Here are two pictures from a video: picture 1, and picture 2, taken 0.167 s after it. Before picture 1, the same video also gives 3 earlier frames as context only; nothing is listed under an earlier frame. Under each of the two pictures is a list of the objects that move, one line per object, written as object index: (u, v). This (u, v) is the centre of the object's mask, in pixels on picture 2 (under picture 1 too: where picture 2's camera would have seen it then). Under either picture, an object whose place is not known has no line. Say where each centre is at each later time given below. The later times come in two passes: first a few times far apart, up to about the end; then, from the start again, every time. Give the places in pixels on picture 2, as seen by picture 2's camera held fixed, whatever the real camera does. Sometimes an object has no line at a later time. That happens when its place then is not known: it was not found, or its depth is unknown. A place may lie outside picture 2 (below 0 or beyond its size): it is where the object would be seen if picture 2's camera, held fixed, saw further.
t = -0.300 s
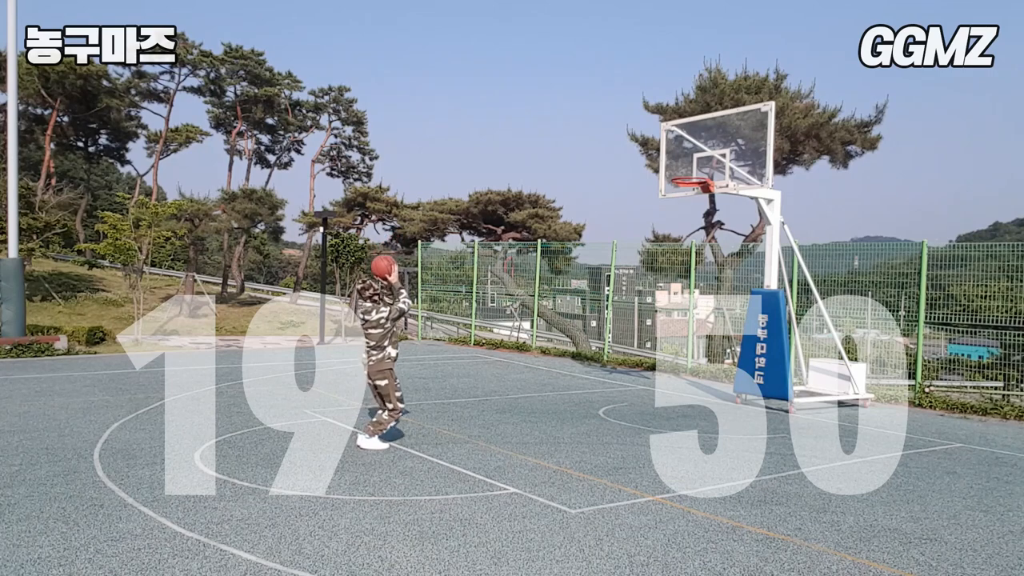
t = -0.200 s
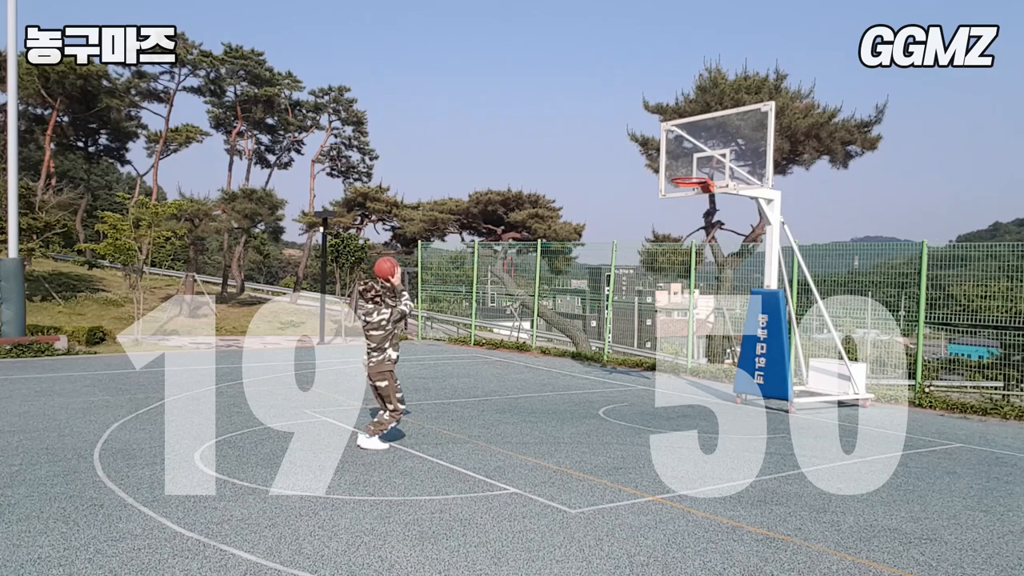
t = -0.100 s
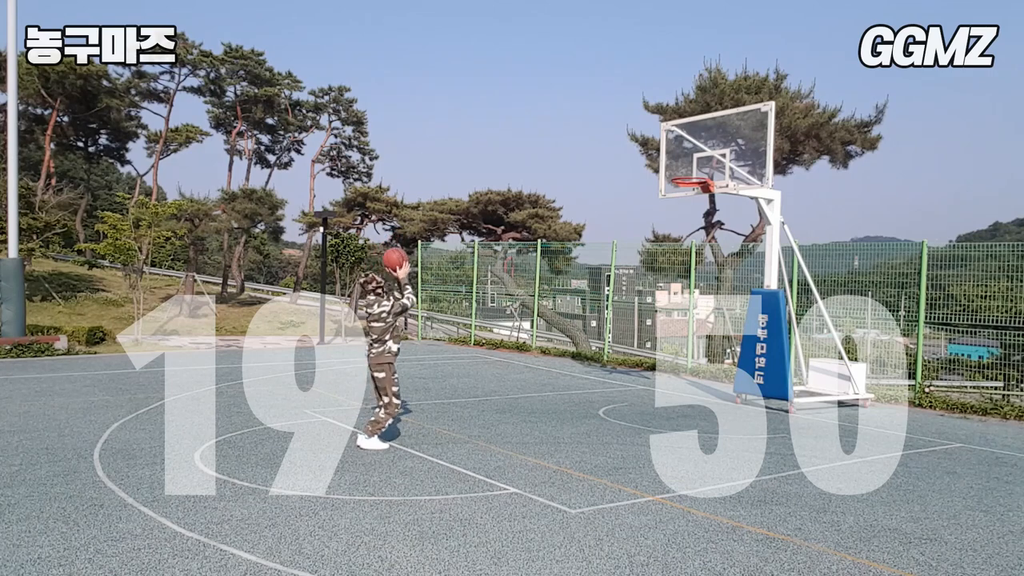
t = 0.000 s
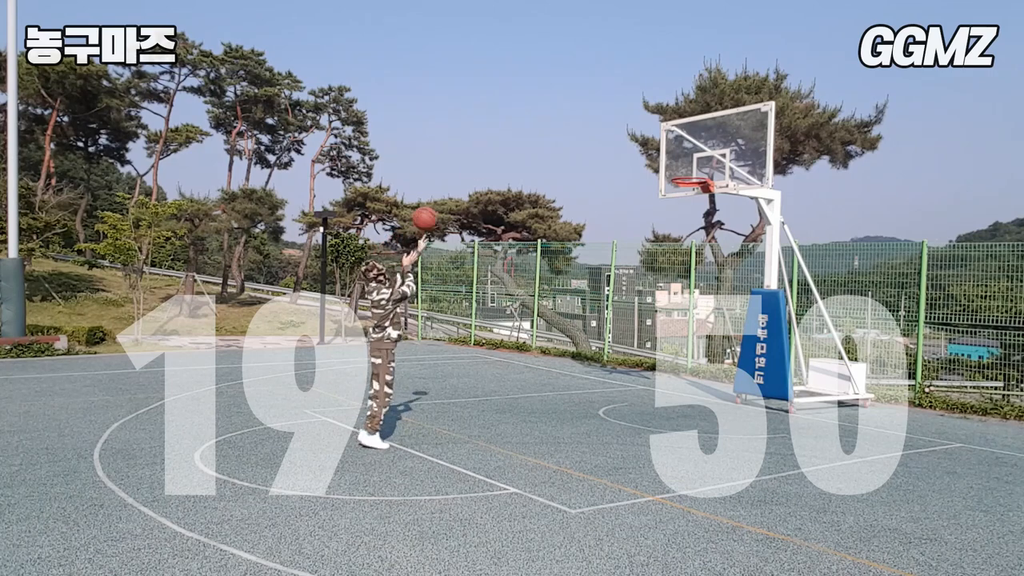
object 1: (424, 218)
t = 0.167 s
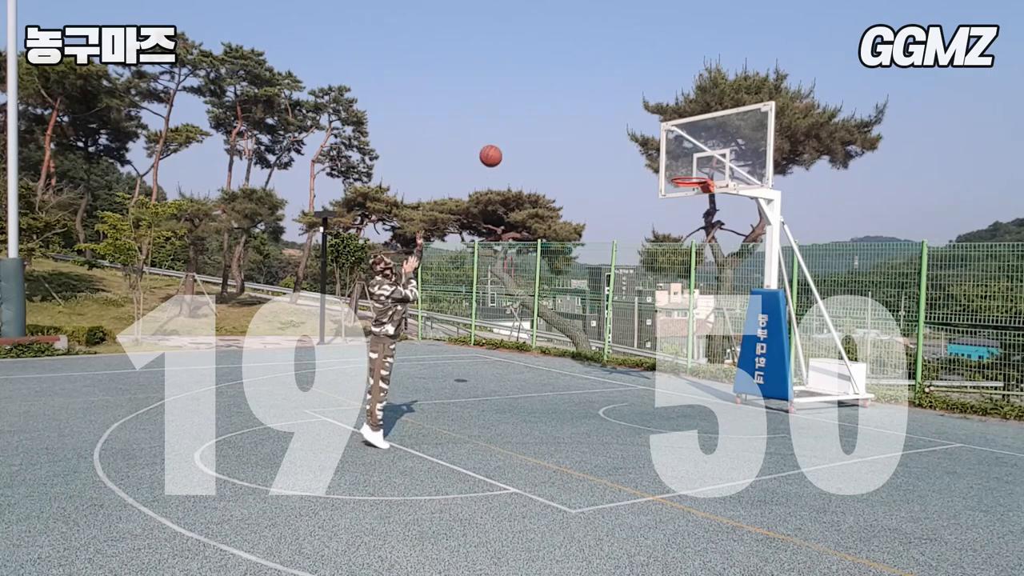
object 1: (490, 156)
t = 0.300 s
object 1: (537, 129)
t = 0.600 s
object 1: (626, 129)
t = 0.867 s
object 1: (690, 182)
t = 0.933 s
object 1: (698, 193)
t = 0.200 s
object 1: (503, 147)
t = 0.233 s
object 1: (515, 140)
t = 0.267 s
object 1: (526, 134)
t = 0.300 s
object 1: (537, 129)
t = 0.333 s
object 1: (548, 125)
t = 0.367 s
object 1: (559, 122)
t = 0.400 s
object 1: (569, 120)
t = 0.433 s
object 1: (579, 120)
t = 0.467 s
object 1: (589, 120)
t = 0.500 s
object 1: (599, 121)
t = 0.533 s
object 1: (608, 123)
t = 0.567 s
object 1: (617, 126)
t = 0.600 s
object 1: (626, 129)
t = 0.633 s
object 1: (635, 134)
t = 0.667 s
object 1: (643, 139)
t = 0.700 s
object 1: (651, 145)
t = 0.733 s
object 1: (660, 152)
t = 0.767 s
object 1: (668, 160)
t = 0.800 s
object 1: (675, 168)
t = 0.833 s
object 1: (683, 174)
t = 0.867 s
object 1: (690, 182)
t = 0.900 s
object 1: (694, 189)
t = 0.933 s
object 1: (698, 193)
